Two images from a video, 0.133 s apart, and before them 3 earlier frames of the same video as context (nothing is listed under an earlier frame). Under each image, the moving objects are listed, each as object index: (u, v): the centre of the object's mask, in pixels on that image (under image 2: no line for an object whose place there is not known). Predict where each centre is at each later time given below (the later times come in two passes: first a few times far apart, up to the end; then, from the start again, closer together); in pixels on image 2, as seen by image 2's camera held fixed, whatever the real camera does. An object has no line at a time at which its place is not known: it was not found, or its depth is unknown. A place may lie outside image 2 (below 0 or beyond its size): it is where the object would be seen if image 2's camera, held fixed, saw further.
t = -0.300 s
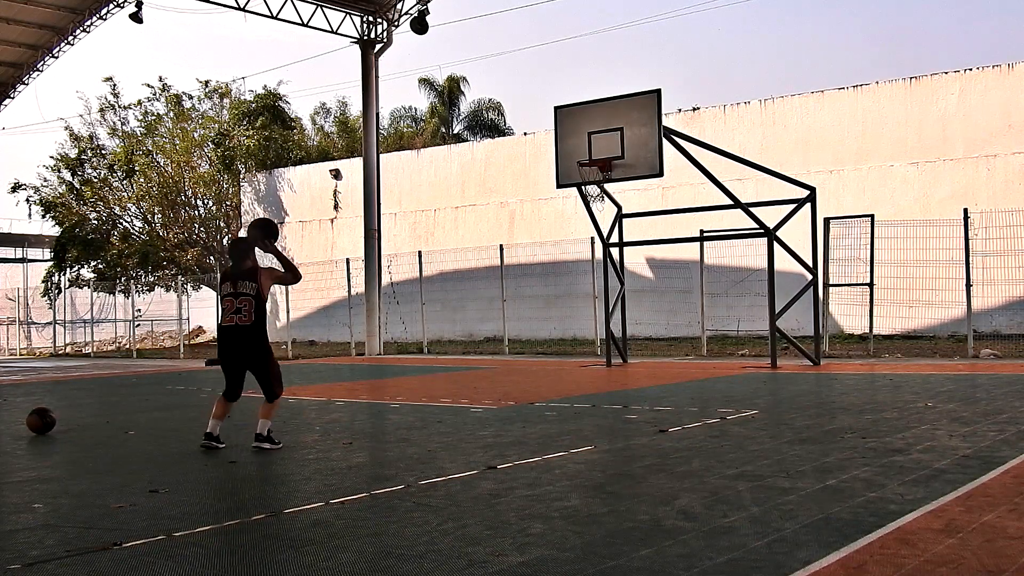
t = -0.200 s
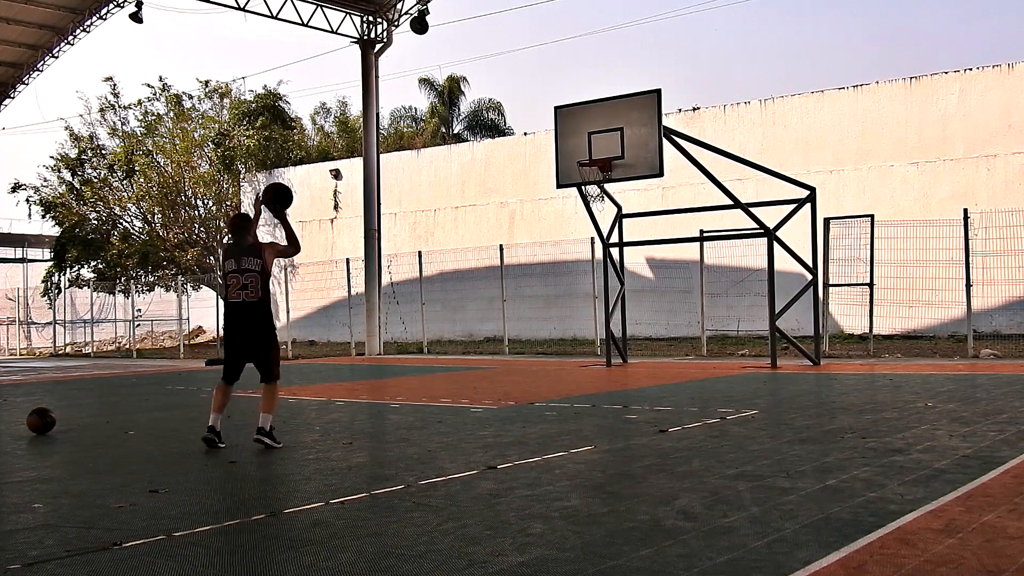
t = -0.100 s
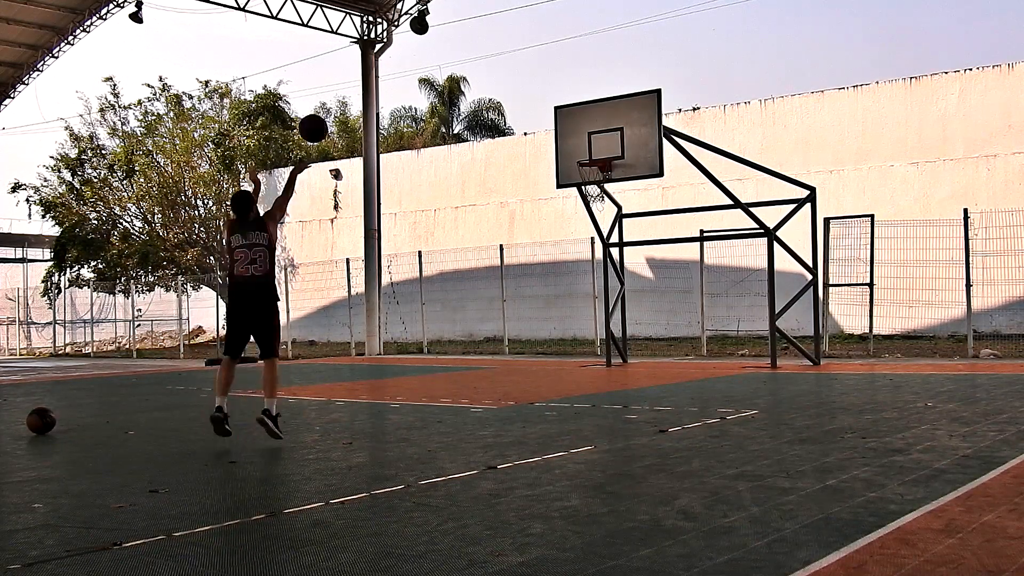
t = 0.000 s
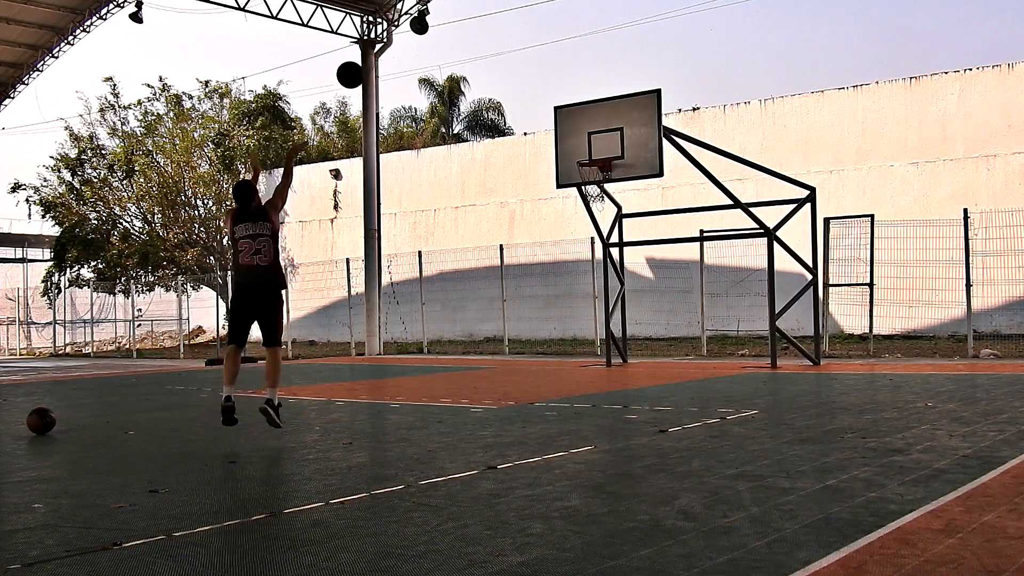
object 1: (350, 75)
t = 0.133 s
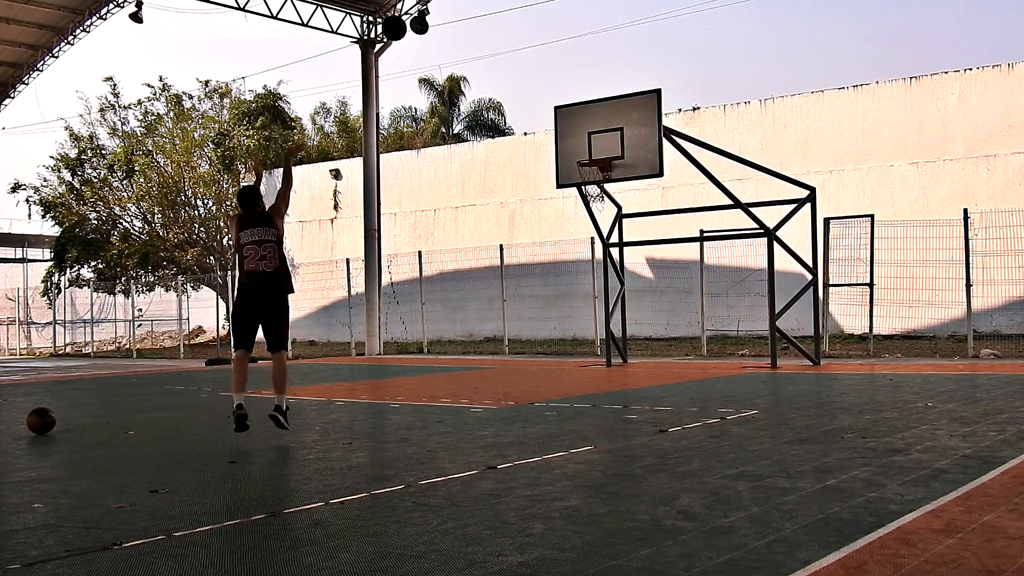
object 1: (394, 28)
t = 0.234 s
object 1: (423, 9)
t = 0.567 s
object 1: (503, 13)
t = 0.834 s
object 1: (554, 75)
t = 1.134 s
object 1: (597, 180)
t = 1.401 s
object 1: (592, 222)
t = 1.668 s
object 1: (586, 316)
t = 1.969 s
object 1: (580, 303)
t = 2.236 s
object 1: (576, 246)
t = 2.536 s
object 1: (574, 241)
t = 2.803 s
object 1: (573, 291)
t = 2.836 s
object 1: (573, 302)
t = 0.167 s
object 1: (404, 20)
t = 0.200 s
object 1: (414, 13)
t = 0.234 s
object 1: (423, 9)
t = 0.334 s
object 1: (449, 4)
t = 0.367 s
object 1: (458, 4)
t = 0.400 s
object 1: (466, 4)
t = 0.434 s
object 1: (474, 4)
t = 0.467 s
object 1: (482, 5)
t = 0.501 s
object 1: (489, 7)
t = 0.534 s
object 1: (496, 9)
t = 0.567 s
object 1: (503, 13)
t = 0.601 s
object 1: (510, 18)
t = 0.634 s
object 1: (517, 24)
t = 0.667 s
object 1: (523, 31)
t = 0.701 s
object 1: (530, 39)
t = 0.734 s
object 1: (536, 47)
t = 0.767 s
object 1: (542, 56)
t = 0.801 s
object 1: (548, 65)
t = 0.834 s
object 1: (554, 75)
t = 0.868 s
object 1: (559, 85)
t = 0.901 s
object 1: (564, 96)
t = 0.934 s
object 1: (570, 108)
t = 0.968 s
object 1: (575, 120)
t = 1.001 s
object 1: (580, 132)
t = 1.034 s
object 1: (585, 146)
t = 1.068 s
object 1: (590, 159)
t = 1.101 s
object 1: (596, 174)
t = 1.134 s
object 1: (597, 180)
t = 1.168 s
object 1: (597, 182)
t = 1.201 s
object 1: (598, 183)
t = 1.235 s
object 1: (597, 190)
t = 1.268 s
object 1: (596, 194)
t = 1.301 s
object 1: (595, 200)
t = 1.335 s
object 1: (594, 206)
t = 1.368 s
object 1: (593, 214)
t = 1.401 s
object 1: (592, 222)
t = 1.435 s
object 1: (590, 231)
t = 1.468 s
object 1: (590, 241)
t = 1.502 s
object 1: (589, 252)
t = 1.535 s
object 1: (588, 263)
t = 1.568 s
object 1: (588, 275)
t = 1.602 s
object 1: (587, 288)
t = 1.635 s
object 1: (586, 301)
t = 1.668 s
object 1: (586, 316)
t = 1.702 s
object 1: (585, 331)
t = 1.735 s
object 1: (585, 347)
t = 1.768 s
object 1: (584, 364)
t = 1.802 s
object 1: (583, 362)
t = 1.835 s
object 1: (583, 349)
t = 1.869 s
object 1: (582, 336)
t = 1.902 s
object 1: (581, 324)
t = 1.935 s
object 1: (581, 313)
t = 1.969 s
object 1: (580, 303)
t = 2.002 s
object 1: (580, 293)
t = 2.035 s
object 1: (579, 284)
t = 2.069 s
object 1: (579, 276)
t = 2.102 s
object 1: (578, 268)
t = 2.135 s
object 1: (578, 262)
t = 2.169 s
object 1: (577, 256)
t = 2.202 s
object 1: (577, 250)
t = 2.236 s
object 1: (576, 246)
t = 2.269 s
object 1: (576, 242)
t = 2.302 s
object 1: (576, 239)
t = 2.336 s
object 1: (575, 237)
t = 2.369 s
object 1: (575, 236)
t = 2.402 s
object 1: (575, 235)
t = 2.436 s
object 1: (574, 235)
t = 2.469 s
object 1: (574, 236)
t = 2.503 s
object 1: (574, 238)
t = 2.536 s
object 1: (574, 241)
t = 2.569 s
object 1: (573, 244)
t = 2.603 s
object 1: (573, 248)
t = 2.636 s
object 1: (573, 253)
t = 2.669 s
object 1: (573, 260)
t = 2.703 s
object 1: (573, 266)
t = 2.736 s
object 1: (573, 274)
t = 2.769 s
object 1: (573, 282)
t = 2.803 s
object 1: (573, 291)
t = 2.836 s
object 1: (573, 302)
